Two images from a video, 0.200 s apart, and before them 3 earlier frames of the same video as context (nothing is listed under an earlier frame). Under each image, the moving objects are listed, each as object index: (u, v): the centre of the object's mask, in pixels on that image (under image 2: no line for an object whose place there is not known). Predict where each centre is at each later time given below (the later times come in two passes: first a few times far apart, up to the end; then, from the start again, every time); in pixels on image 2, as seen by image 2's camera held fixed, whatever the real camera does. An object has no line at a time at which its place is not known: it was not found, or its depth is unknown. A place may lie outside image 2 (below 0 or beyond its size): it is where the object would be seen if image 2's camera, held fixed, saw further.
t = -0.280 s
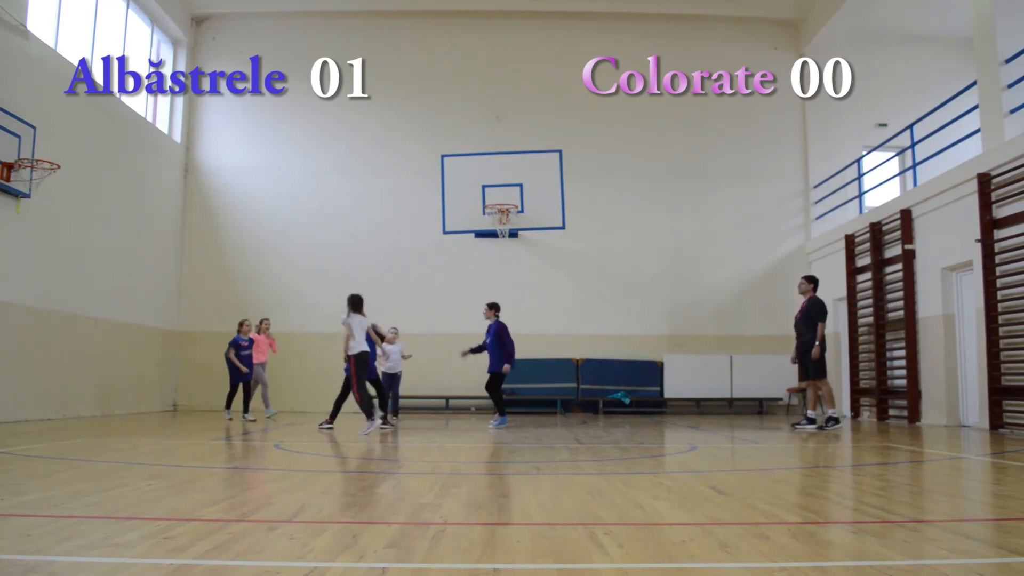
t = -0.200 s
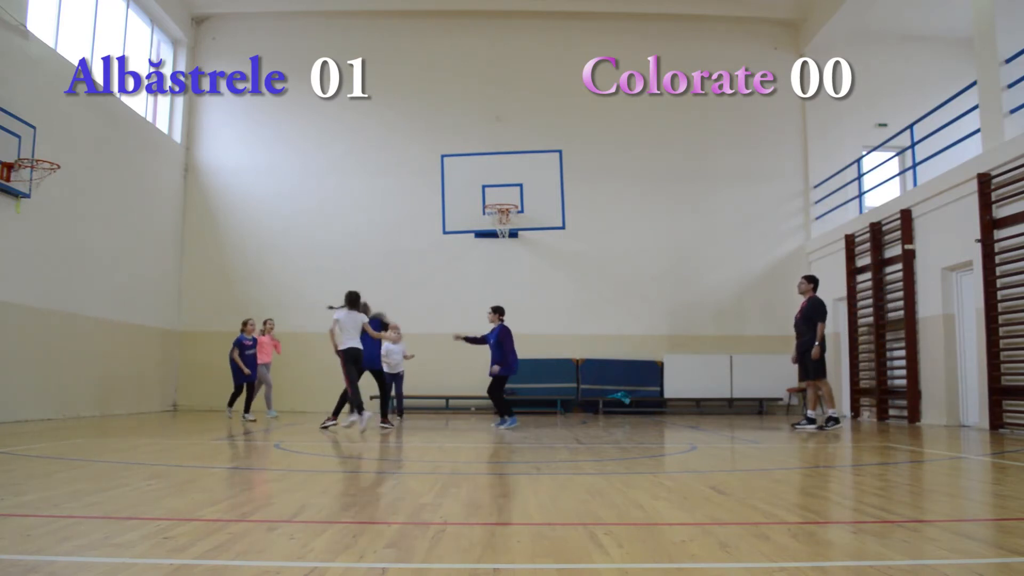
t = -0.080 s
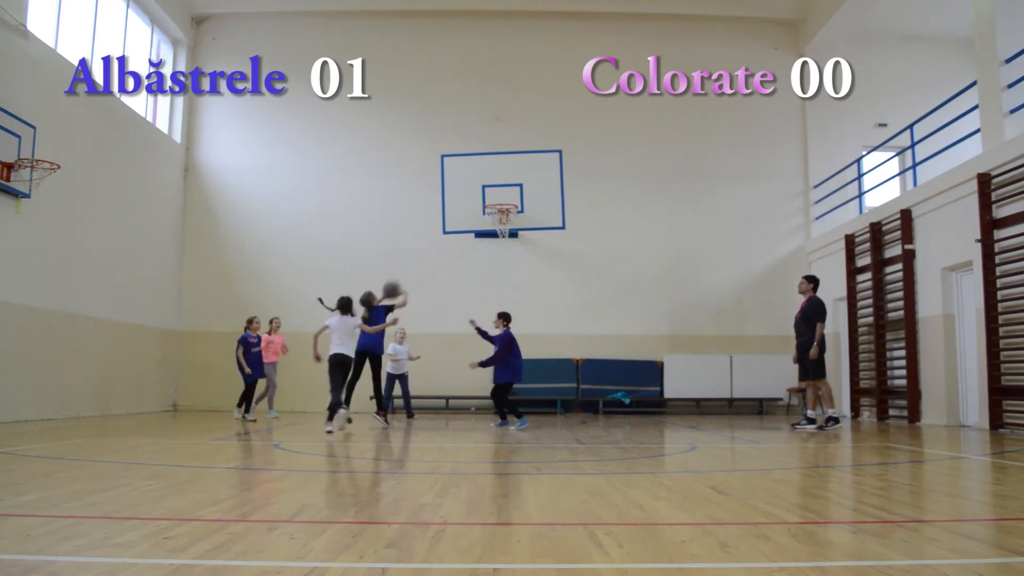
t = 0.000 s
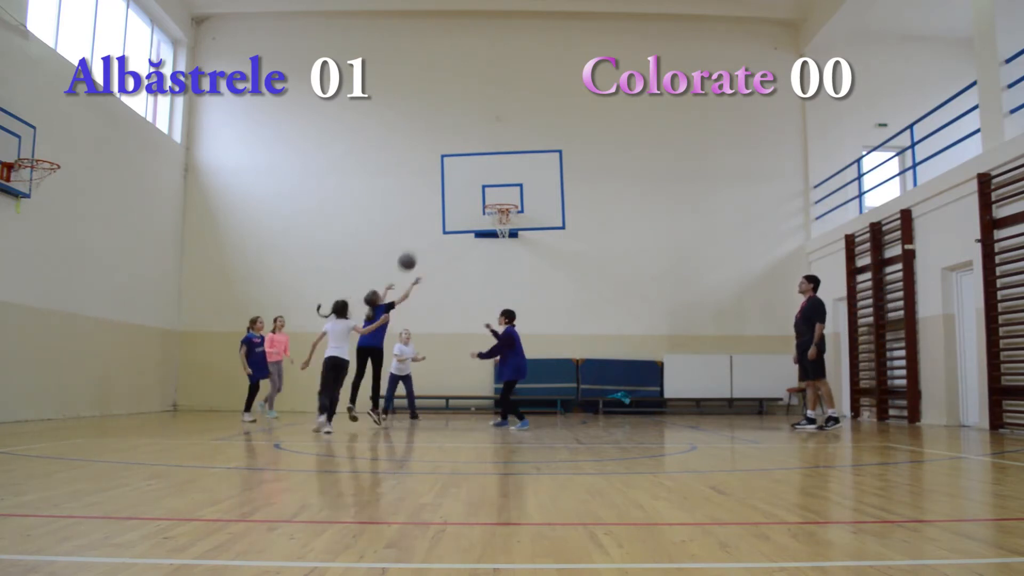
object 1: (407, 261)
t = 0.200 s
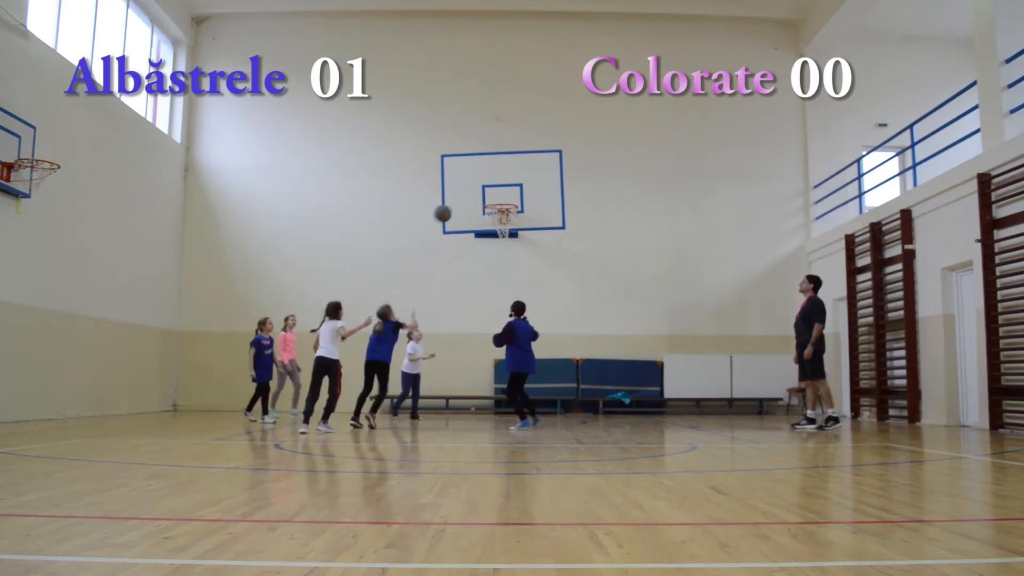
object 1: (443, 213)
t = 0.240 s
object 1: (449, 208)
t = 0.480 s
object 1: (484, 196)
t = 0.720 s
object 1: (477, 187)
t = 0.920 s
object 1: (472, 209)
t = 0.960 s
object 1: (471, 217)
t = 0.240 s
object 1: (449, 208)
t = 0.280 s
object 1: (456, 203)
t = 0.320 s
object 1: (462, 200)
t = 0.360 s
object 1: (469, 198)
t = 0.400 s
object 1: (474, 197)
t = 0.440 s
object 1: (481, 197)
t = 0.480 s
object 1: (484, 196)
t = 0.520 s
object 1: (483, 192)
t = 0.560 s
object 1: (482, 189)
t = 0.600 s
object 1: (481, 187)
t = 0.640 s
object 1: (480, 186)
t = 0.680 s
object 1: (479, 186)
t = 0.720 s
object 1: (477, 187)
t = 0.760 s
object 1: (476, 189)
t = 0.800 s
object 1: (475, 193)
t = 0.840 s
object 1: (474, 197)
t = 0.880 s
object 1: (473, 203)
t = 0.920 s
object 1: (472, 209)
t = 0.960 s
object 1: (471, 217)
